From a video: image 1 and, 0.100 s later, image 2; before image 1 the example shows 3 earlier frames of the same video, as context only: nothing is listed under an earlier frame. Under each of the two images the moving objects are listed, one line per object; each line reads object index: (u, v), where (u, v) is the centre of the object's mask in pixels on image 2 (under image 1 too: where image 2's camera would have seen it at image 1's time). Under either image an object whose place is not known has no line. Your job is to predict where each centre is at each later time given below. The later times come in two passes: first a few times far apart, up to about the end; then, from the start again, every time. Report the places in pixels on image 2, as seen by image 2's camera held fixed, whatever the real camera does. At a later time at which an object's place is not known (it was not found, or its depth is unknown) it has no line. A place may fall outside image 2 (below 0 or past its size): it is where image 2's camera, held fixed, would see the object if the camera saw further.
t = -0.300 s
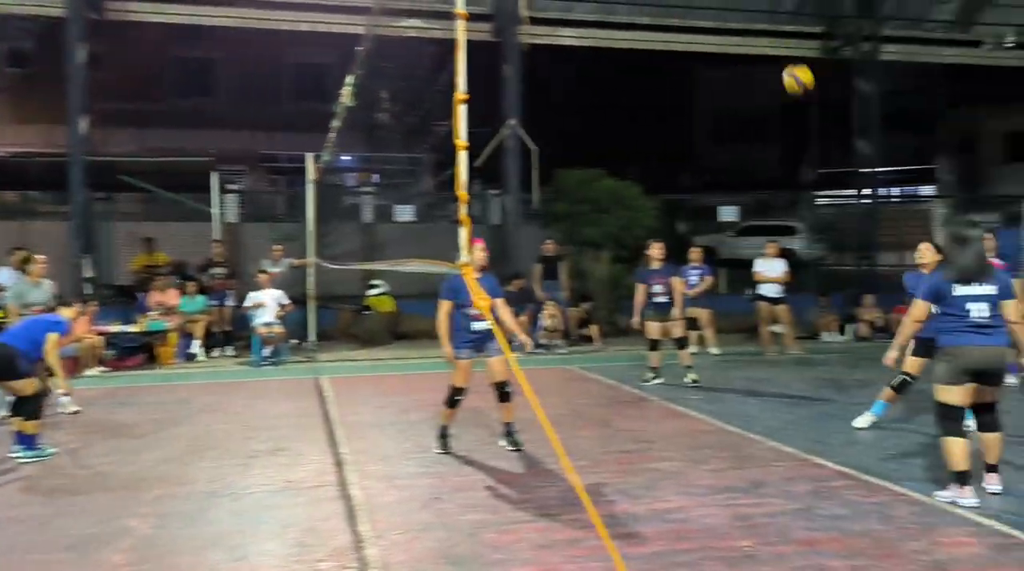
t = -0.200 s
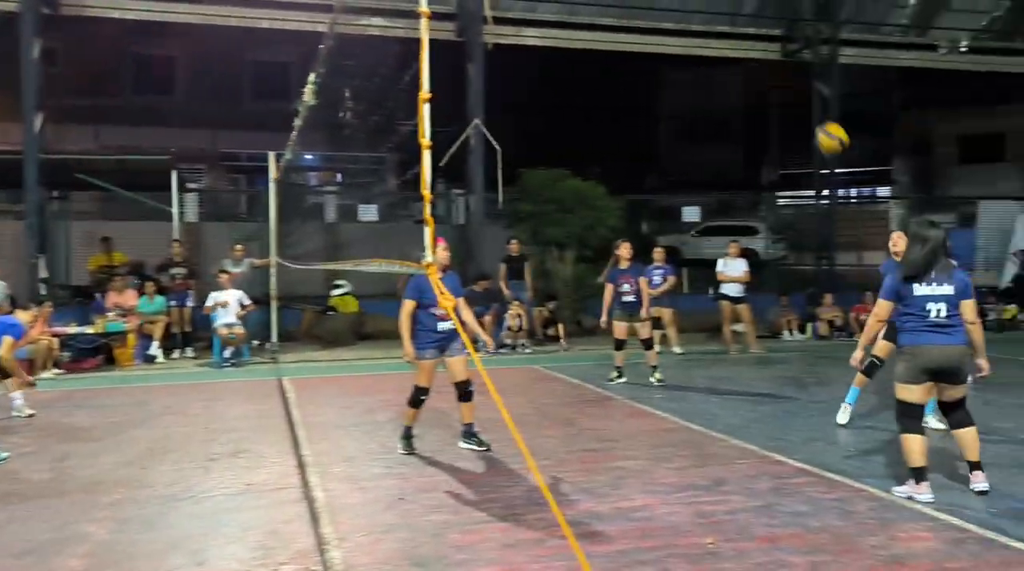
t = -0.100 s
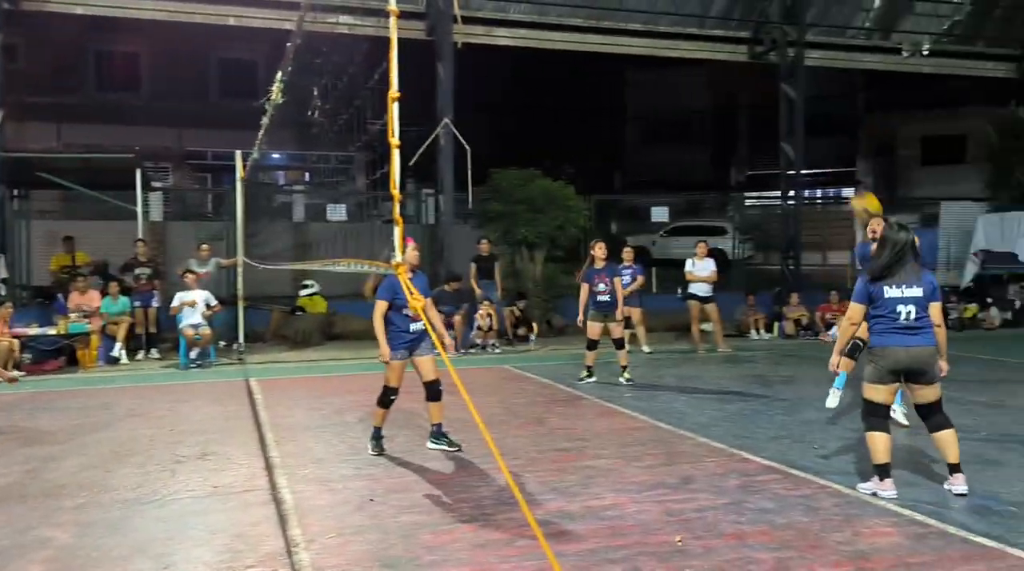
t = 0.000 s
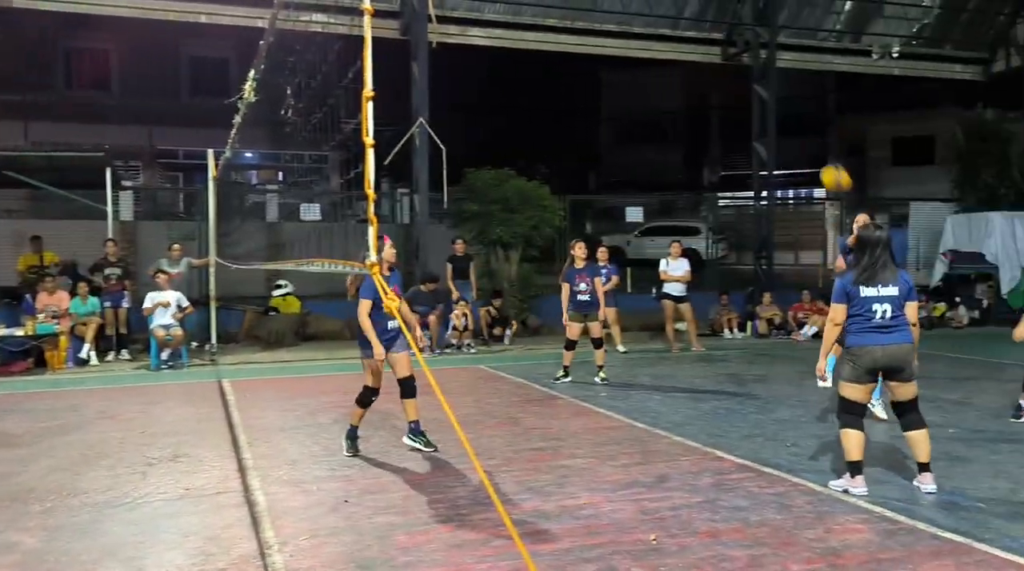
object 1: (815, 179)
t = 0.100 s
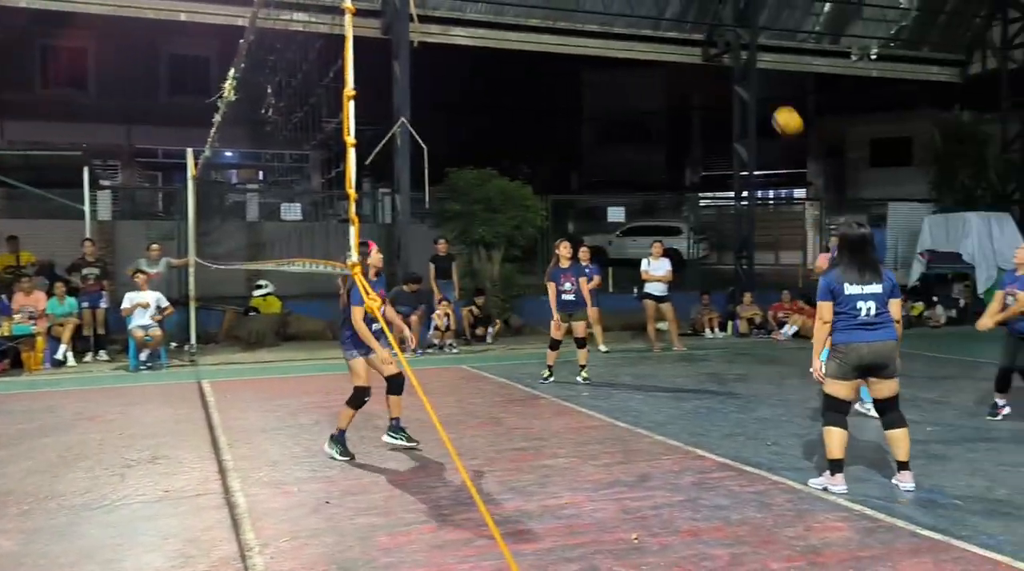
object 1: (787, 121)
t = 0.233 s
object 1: (751, 64)
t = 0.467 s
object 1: (689, 15)
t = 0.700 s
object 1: (630, 36)
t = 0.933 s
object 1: (573, 118)
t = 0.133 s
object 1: (778, 105)
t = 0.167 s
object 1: (769, 90)
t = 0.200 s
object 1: (760, 76)
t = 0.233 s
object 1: (751, 64)
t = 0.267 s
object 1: (742, 53)
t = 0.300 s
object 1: (733, 43)
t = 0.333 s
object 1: (724, 36)
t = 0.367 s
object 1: (715, 29)
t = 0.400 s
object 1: (707, 23)
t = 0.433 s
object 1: (698, 19)
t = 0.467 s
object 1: (689, 15)
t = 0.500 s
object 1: (681, 13)
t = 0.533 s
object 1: (673, 14)
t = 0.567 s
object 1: (664, 16)
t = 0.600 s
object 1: (656, 19)
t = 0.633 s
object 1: (647, 24)
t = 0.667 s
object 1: (638, 29)
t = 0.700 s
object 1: (630, 36)
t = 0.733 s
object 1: (622, 43)
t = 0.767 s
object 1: (613, 53)
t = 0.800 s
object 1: (605, 63)
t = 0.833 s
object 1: (597, 75)
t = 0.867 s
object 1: (589, 87)
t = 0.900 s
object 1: (581, 103)
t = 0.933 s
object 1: (573, 118)
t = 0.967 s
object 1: (565, 135)
